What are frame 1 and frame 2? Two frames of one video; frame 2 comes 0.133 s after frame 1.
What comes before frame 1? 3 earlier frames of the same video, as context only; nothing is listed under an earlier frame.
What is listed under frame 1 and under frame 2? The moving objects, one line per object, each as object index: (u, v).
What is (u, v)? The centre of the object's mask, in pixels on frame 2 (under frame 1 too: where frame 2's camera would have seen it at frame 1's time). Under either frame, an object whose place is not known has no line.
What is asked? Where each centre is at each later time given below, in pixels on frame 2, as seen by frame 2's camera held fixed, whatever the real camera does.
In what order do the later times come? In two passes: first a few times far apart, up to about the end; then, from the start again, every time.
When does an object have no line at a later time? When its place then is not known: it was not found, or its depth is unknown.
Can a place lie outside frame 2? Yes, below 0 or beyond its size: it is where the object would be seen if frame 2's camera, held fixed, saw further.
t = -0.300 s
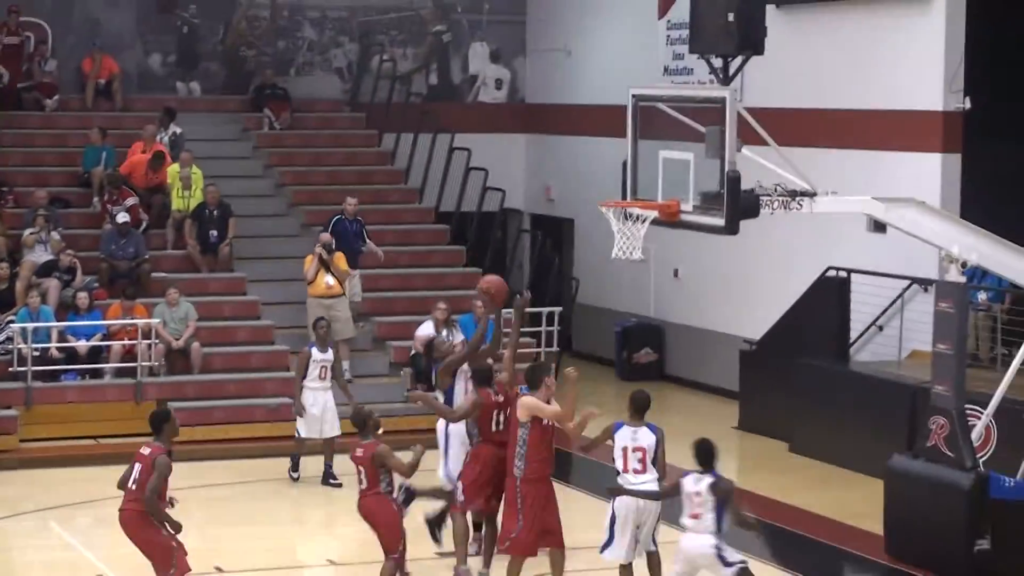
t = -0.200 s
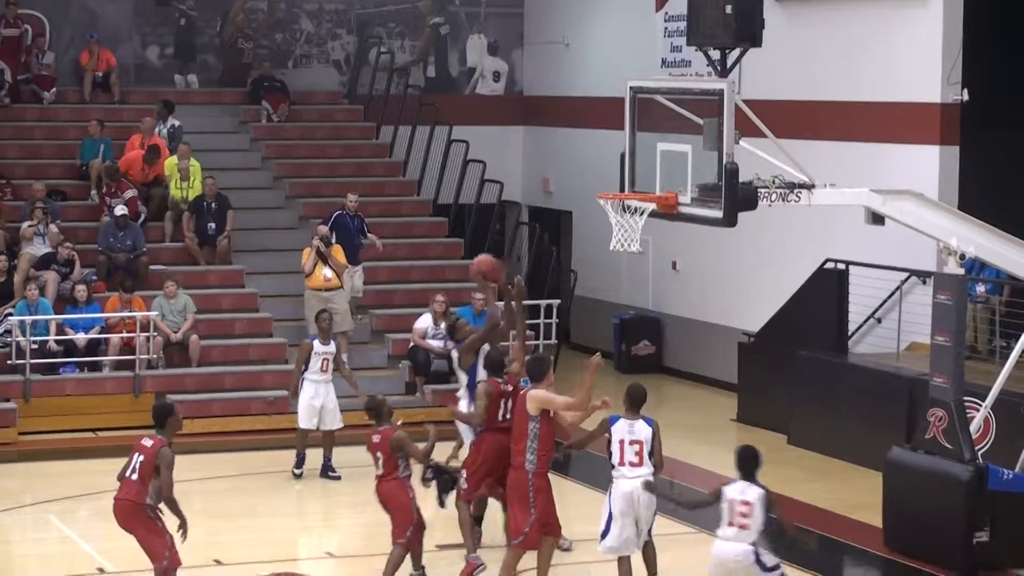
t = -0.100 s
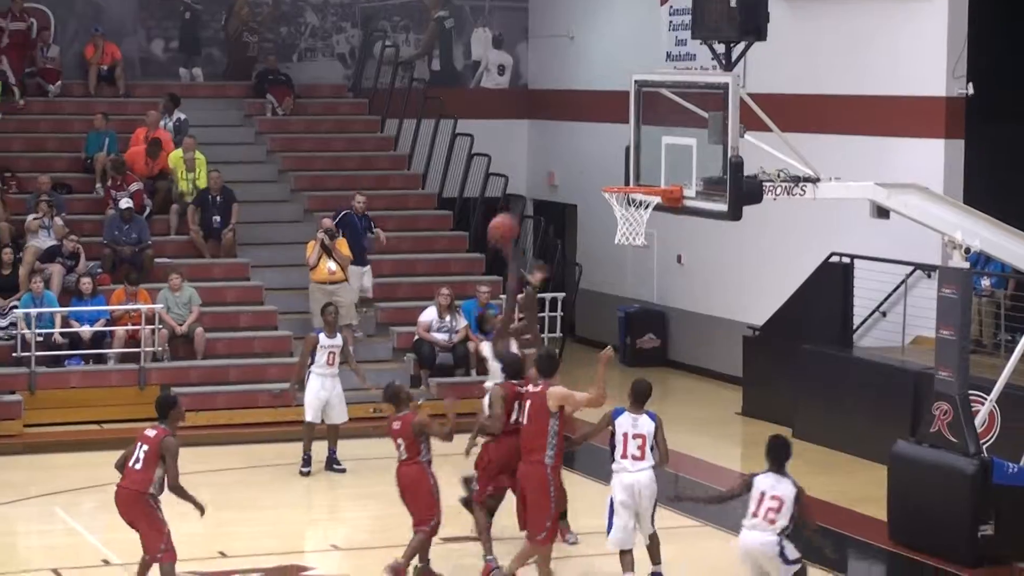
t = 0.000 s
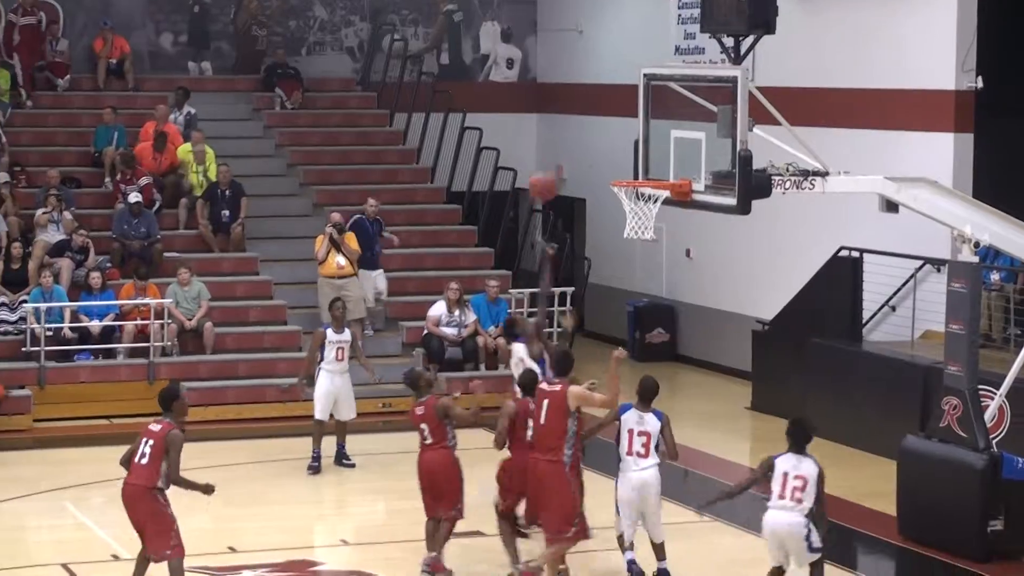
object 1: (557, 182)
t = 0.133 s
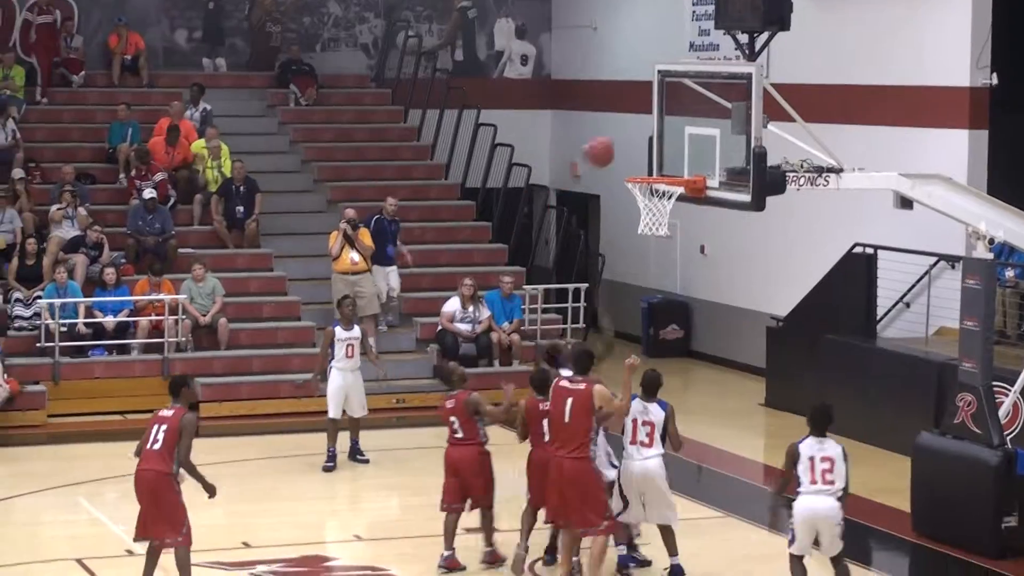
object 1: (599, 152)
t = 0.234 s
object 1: (631, 144)
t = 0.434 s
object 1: (675, 163)
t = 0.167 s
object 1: (610, 148)
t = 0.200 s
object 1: (621, 145)
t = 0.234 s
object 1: (631, 144)
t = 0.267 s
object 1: (641, 143)
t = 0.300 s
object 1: (652, 144)
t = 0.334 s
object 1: (662, 146)
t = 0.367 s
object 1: (673, 150)
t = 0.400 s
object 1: (681, 155)
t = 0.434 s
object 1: (675, 163)
